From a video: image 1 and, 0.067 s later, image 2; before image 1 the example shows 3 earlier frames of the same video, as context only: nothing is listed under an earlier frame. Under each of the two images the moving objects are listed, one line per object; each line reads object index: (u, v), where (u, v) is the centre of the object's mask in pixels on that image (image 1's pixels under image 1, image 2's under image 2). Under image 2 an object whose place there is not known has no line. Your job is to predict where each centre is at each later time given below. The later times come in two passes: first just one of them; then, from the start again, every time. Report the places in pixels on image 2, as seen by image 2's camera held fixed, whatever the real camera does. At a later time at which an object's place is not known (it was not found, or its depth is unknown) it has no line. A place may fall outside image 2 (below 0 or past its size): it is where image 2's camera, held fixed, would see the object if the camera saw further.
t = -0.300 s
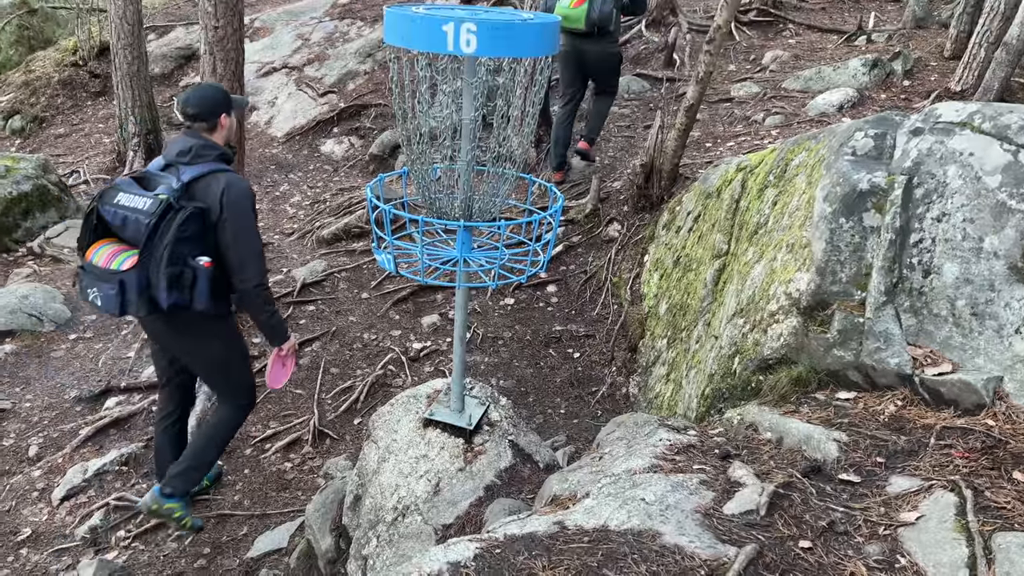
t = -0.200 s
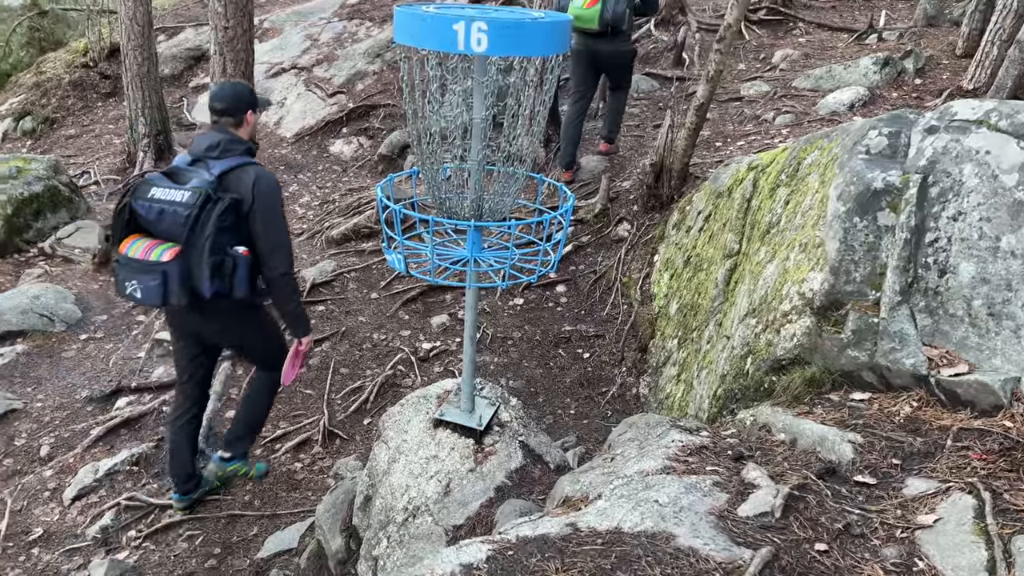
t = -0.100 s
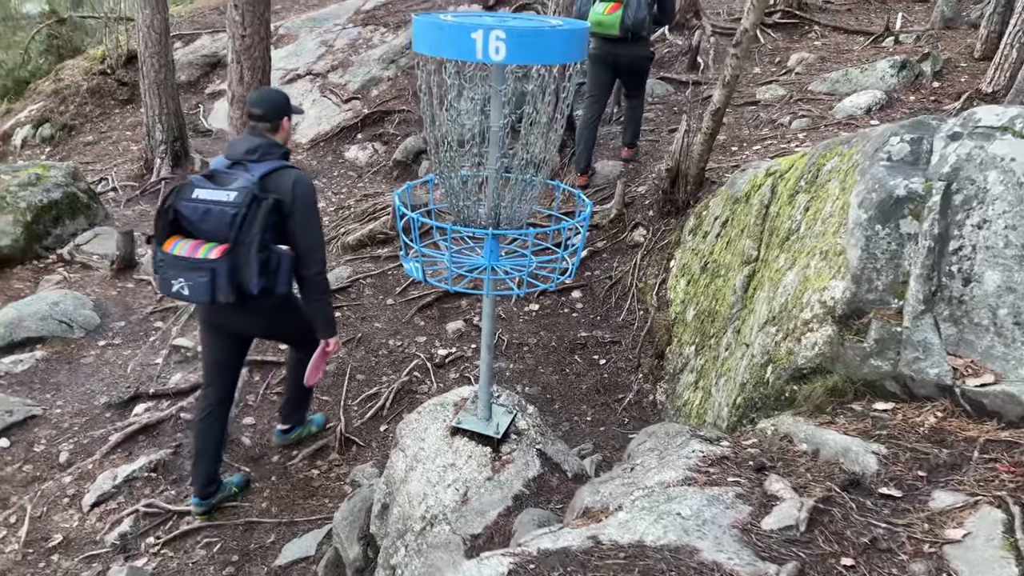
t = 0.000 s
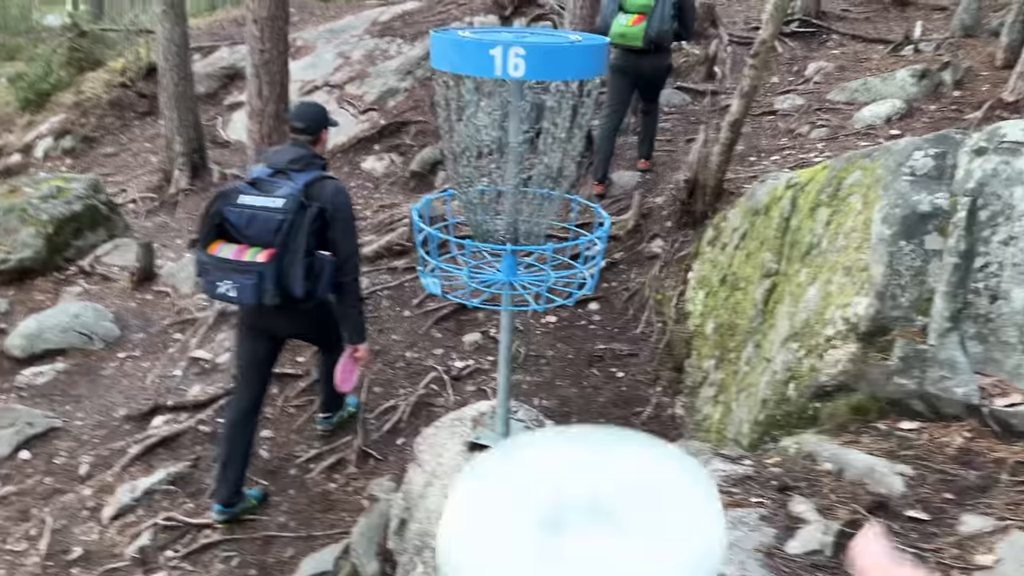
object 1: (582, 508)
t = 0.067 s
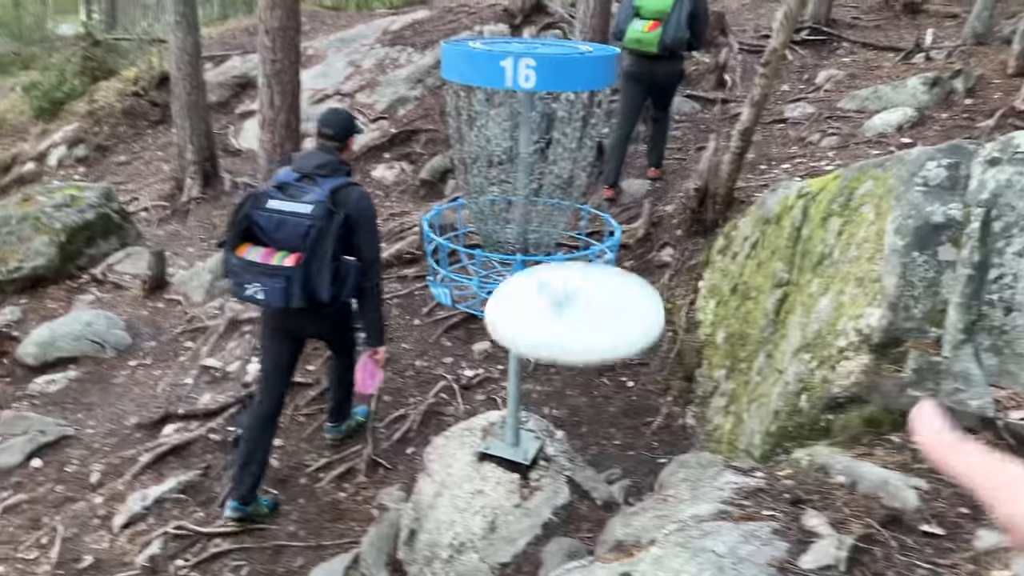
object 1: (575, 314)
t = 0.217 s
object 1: (551, 188)
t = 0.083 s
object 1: (572, 285)
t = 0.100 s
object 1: (569, 261)
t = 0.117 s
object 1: (566, 242)
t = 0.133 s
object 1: (562, 228)
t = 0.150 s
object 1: (559, 216)
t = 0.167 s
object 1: (556, 206)
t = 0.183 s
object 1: (554, 199)
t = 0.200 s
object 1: (553, 193)
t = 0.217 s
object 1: (551, 188)
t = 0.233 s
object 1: (549, 184)
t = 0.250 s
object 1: (547, 182)
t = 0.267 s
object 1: (544, 180)
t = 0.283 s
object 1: (543, 179)
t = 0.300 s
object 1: (541, 178)
